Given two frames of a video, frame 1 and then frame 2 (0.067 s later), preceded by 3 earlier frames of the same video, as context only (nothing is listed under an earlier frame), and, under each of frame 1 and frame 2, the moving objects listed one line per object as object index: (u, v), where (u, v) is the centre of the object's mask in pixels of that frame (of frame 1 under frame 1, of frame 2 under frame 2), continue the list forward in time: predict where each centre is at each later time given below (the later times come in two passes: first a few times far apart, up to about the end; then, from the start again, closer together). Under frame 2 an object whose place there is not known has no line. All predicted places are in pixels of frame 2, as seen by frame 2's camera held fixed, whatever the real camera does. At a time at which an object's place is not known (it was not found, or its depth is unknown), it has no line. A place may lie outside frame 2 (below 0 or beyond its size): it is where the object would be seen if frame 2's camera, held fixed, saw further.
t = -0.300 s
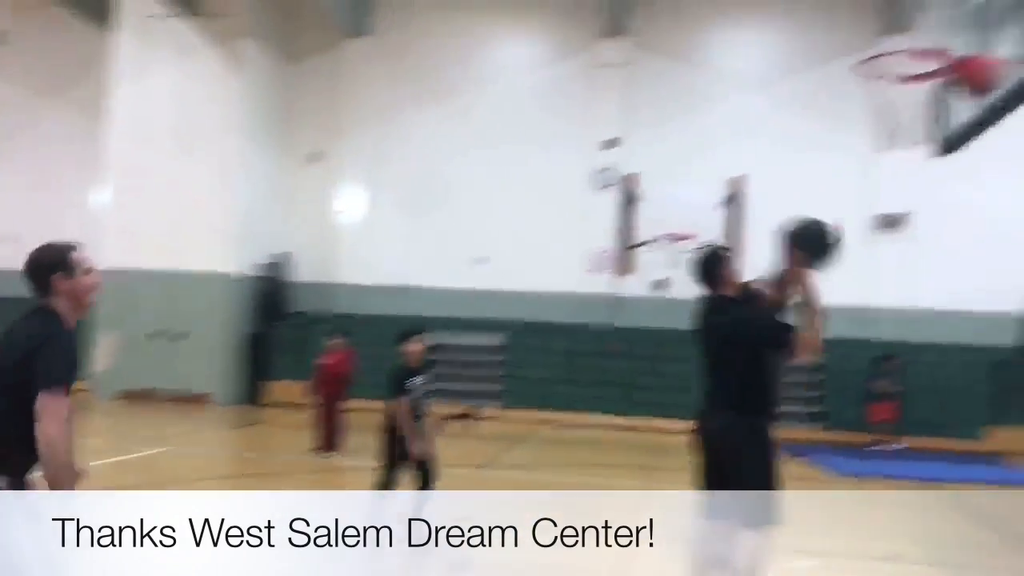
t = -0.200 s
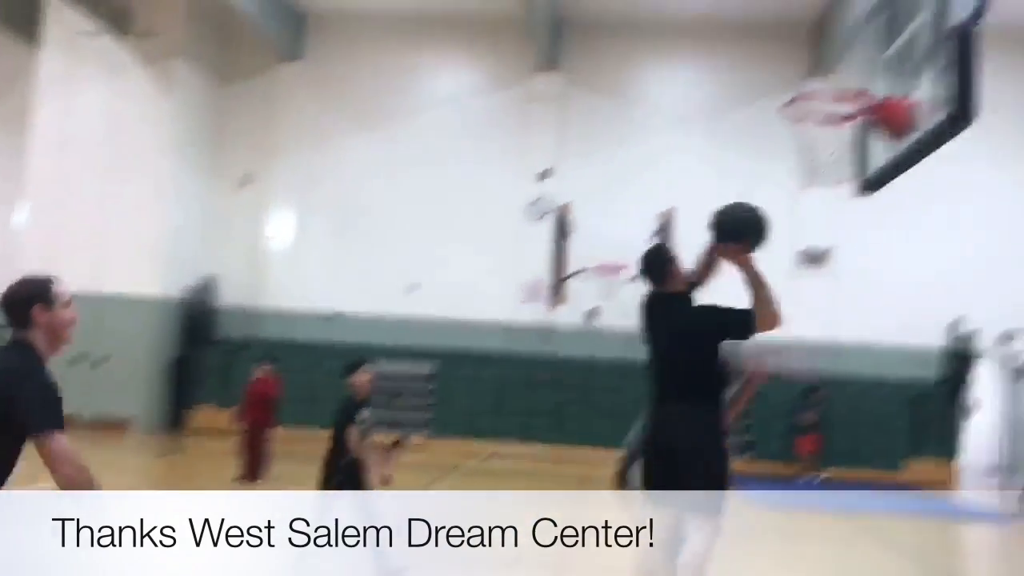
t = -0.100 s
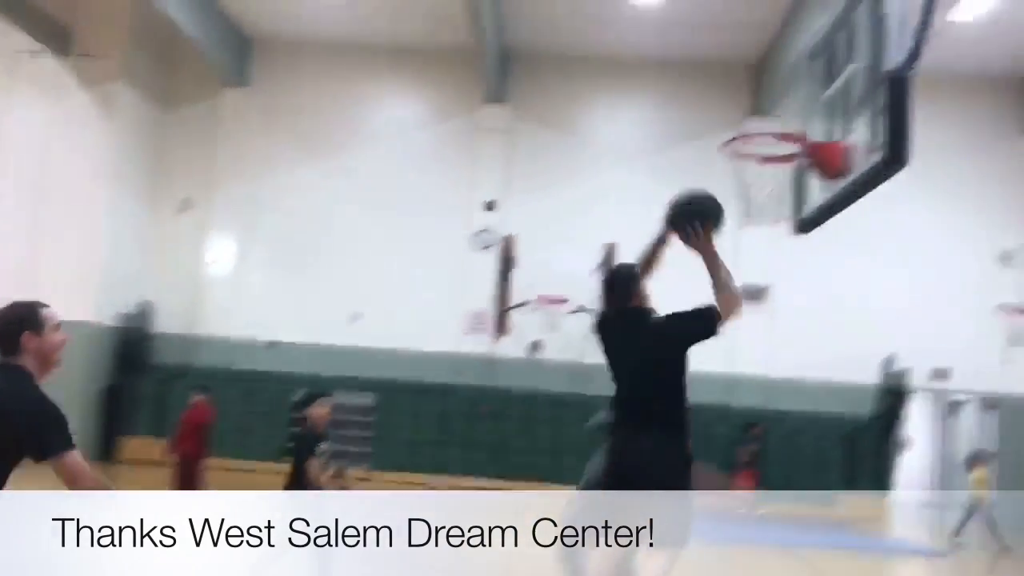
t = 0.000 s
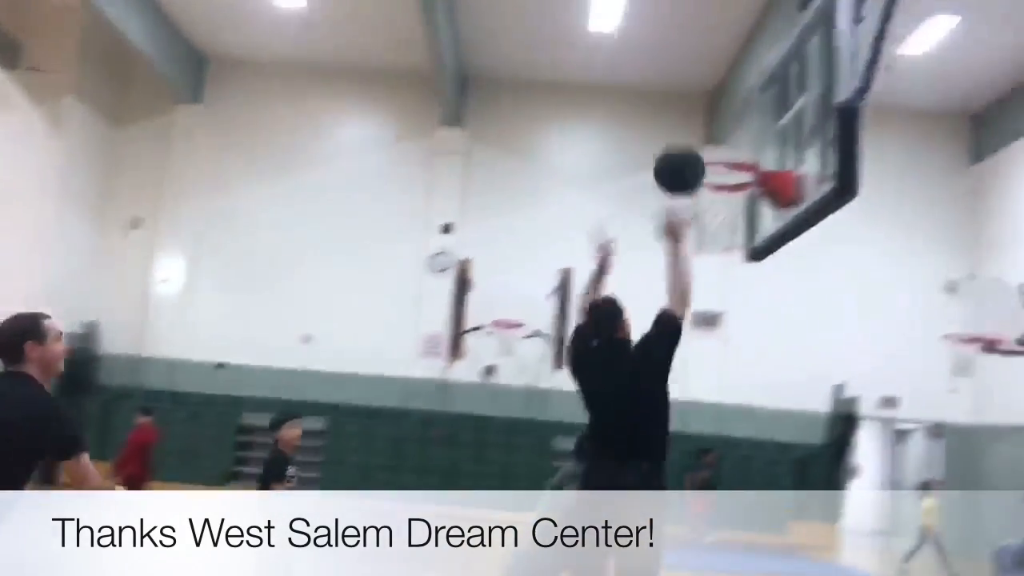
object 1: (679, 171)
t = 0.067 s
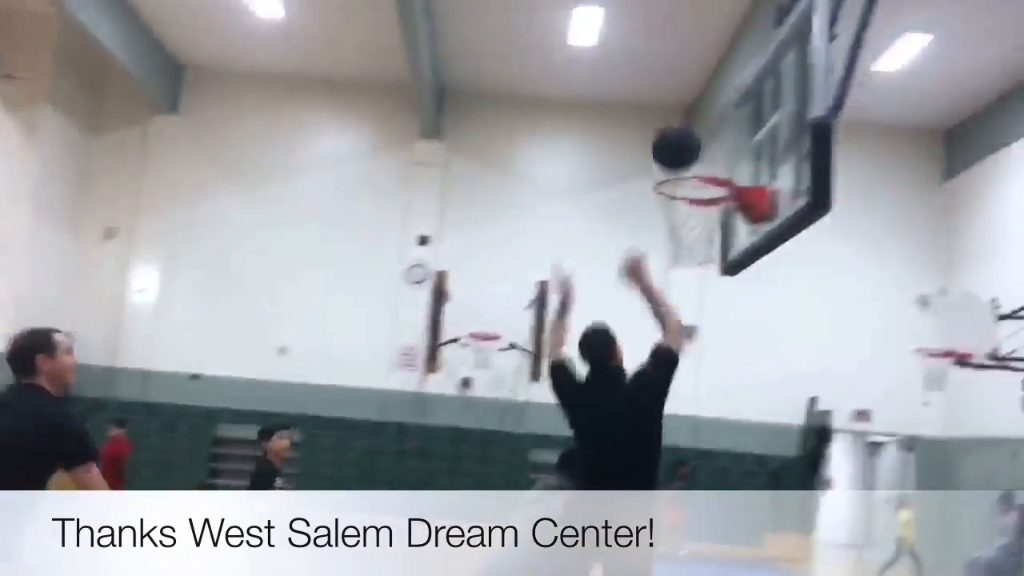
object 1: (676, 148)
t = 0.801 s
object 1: (713, 210)
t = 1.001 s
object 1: (708, 240)
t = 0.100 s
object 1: (686, 133)
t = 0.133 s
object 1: (697, 120)
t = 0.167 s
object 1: (705, 110)
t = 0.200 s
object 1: (716, 102)
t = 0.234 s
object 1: (723, 96)
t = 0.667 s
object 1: (685, 172)
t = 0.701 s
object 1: (680, 186)
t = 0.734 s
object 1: (691, 194)
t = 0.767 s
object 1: (702, 200)
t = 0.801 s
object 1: (713, 210)
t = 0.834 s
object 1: (724, 213)
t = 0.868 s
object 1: (725, 216)
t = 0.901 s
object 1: (722, 220)
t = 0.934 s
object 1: (719, 226)
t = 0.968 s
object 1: (713, 233)
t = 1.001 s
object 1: (708, 240)
